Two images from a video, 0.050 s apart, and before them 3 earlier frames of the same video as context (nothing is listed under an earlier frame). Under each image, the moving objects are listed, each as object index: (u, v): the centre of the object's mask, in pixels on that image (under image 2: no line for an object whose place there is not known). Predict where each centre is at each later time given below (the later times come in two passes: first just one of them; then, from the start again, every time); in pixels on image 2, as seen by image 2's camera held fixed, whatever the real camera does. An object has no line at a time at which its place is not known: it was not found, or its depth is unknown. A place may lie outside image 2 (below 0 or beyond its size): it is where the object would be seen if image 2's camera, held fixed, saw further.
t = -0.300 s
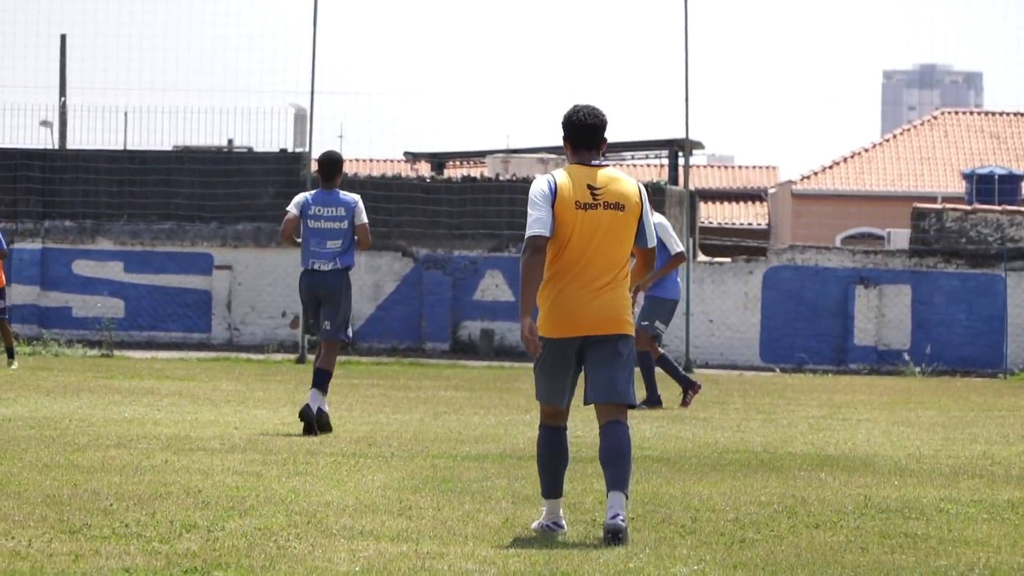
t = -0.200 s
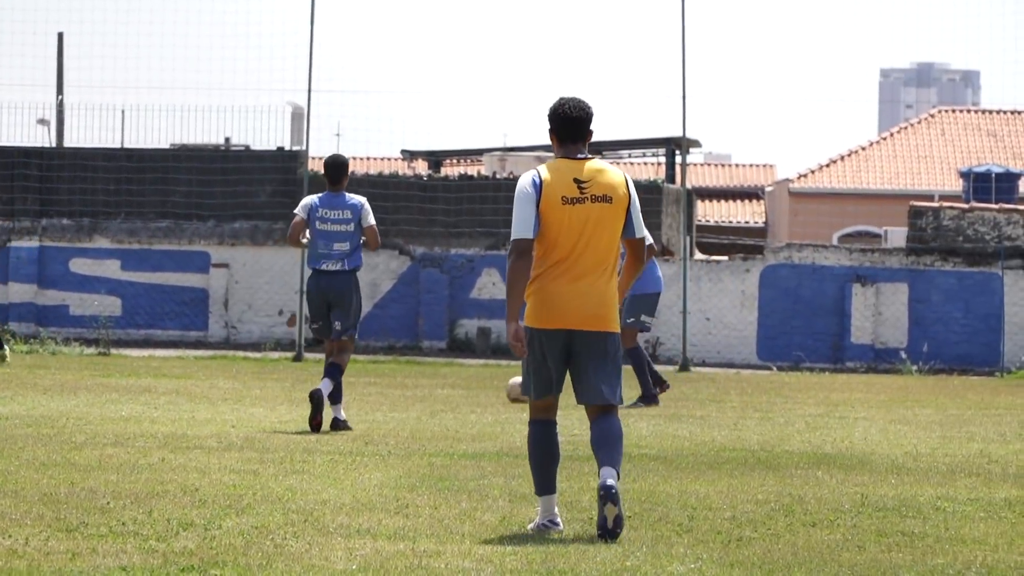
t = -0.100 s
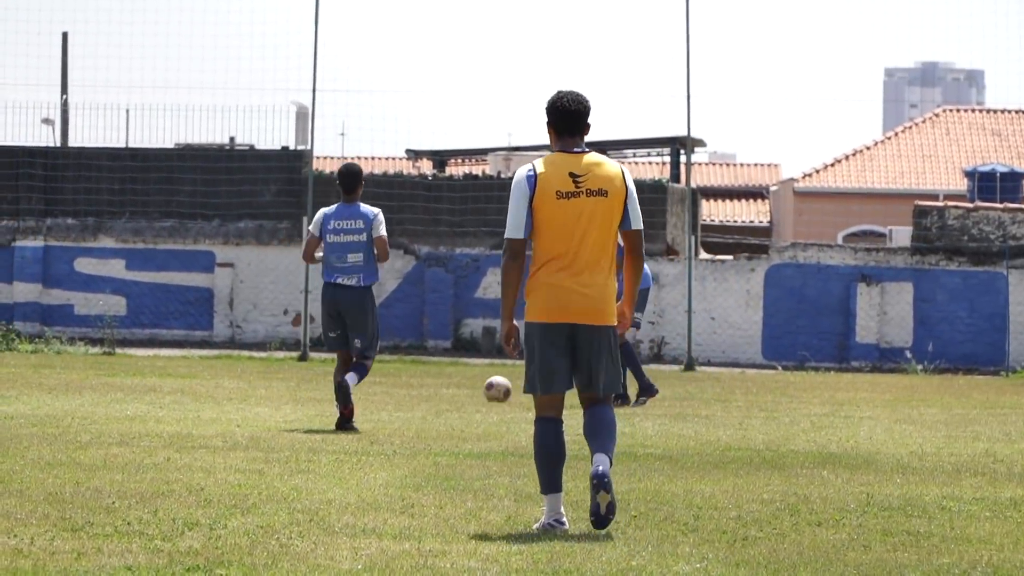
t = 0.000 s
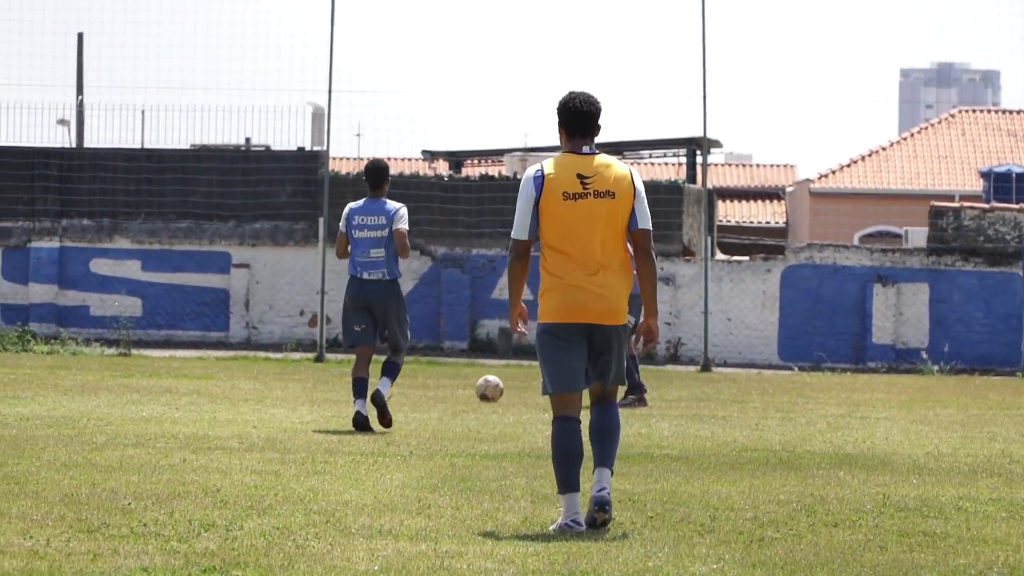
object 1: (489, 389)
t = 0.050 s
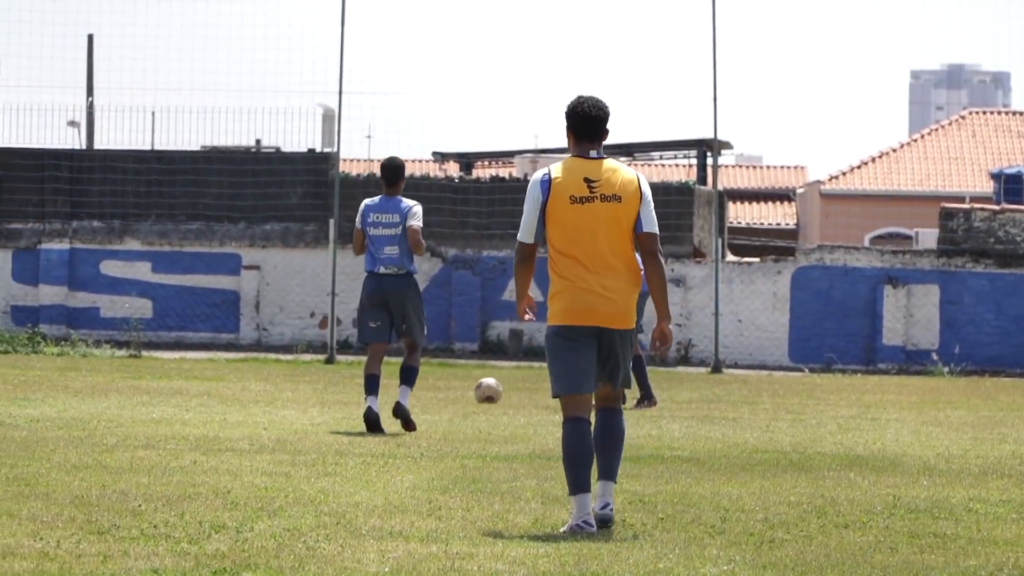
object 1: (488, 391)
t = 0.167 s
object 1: (462, 389)
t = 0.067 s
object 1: (484, 391)
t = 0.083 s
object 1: (480, 391)
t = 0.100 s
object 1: (476, 390)
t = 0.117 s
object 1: (472, 390)
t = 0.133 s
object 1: (469, 389)
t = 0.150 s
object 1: (465, 389)
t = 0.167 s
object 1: (462, 389)
